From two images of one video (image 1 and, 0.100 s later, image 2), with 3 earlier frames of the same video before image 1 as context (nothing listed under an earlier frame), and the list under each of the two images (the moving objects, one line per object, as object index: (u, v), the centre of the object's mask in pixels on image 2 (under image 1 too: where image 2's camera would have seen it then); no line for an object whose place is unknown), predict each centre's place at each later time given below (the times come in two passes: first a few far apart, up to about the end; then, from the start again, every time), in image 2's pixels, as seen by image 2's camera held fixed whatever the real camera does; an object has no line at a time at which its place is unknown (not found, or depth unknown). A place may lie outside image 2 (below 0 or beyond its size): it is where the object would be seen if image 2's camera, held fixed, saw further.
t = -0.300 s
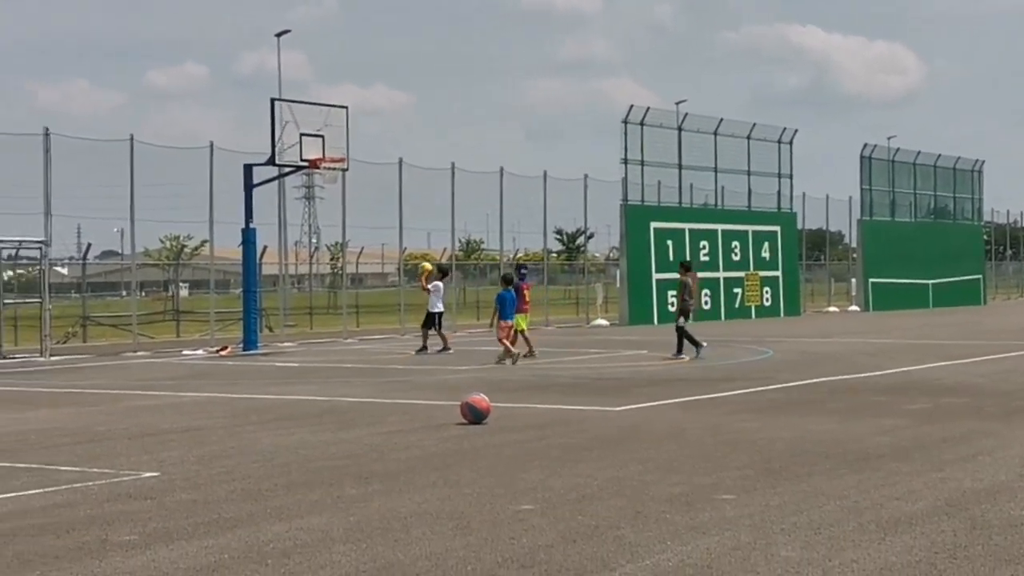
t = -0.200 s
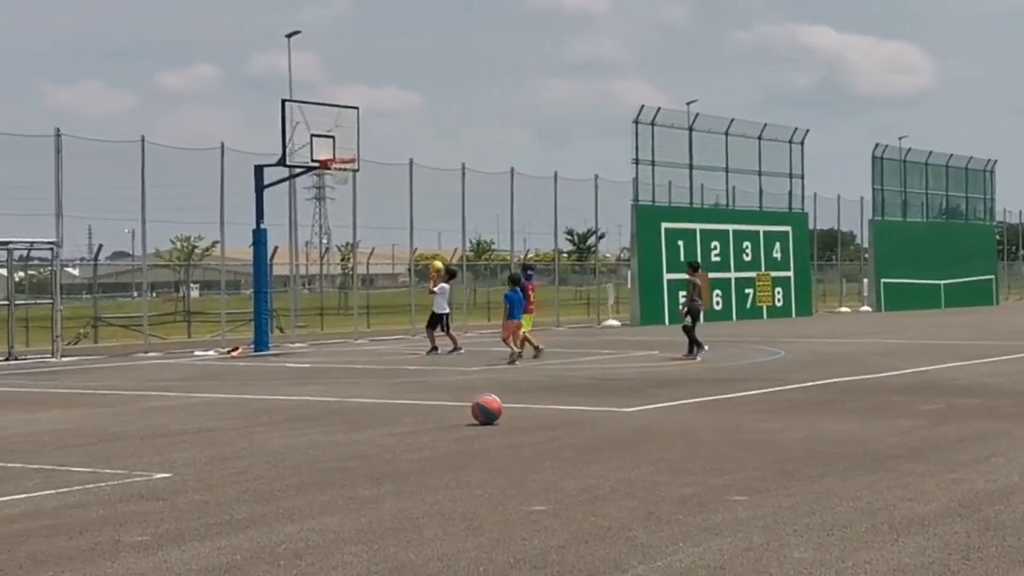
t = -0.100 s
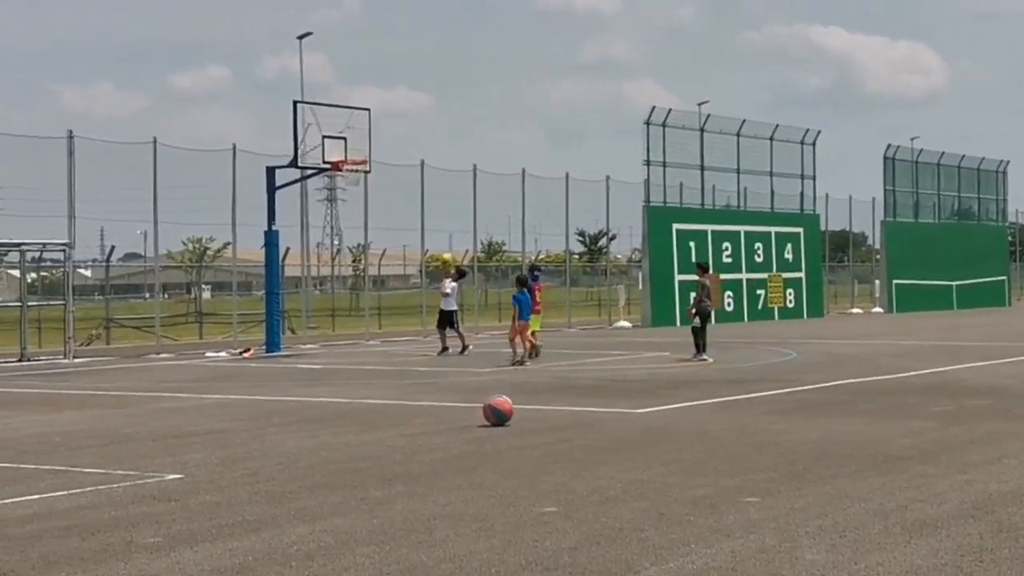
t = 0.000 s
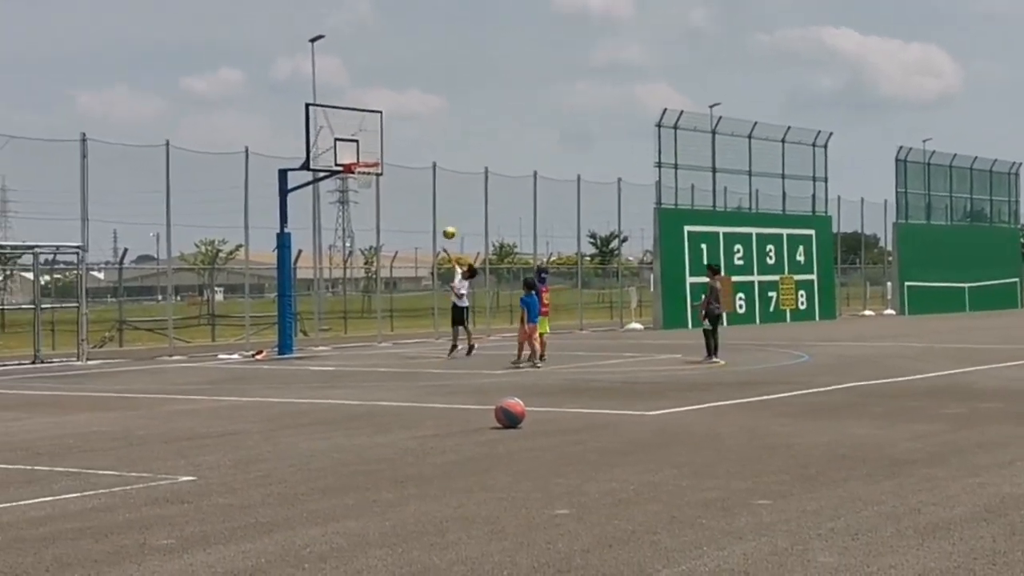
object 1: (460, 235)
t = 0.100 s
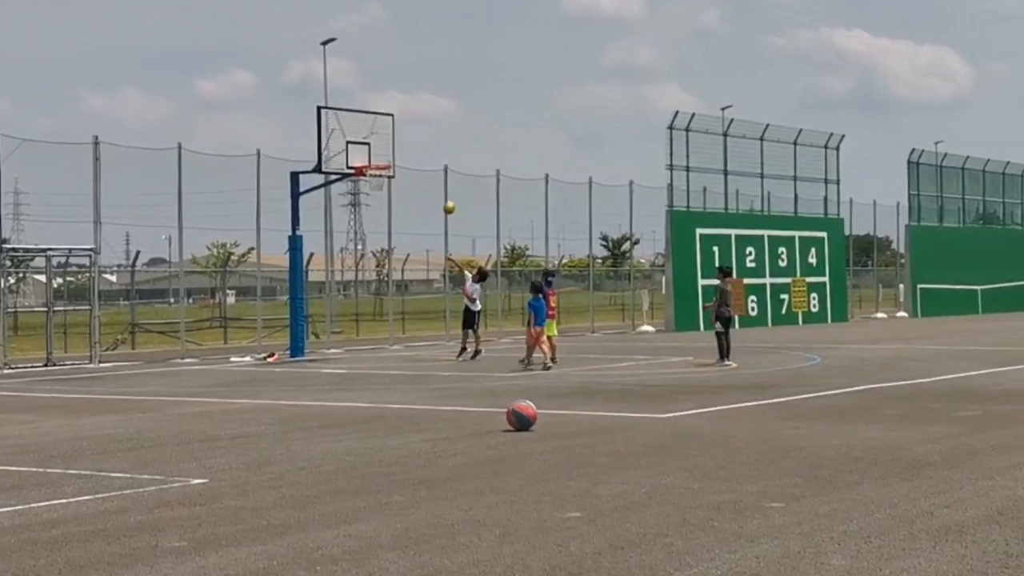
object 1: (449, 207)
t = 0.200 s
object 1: (437, 187)
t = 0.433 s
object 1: (410, 163)
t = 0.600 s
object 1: (394, 166)
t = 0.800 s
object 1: (372, 196)
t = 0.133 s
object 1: (445, 200)
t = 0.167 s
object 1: (441, 193)
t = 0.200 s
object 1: (437, 187)
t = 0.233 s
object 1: (432, 181)
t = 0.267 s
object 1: (429, 176)
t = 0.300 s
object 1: (426, 172)
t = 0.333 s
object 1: (422, 169)
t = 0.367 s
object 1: (418, 166)
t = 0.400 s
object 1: (414, 164)
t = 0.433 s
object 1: (410, 163)
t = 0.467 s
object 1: (407, 162)
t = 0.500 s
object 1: (404, 162)
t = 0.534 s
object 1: (400, 163)
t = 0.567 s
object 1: (397, 165)
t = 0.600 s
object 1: (394, 166)
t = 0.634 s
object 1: (390, 171)
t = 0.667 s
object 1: (388, 173)
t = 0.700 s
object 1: (385, 177)
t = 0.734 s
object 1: (378, 183)
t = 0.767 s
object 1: (375, 189)
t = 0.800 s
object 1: (372, 196)
